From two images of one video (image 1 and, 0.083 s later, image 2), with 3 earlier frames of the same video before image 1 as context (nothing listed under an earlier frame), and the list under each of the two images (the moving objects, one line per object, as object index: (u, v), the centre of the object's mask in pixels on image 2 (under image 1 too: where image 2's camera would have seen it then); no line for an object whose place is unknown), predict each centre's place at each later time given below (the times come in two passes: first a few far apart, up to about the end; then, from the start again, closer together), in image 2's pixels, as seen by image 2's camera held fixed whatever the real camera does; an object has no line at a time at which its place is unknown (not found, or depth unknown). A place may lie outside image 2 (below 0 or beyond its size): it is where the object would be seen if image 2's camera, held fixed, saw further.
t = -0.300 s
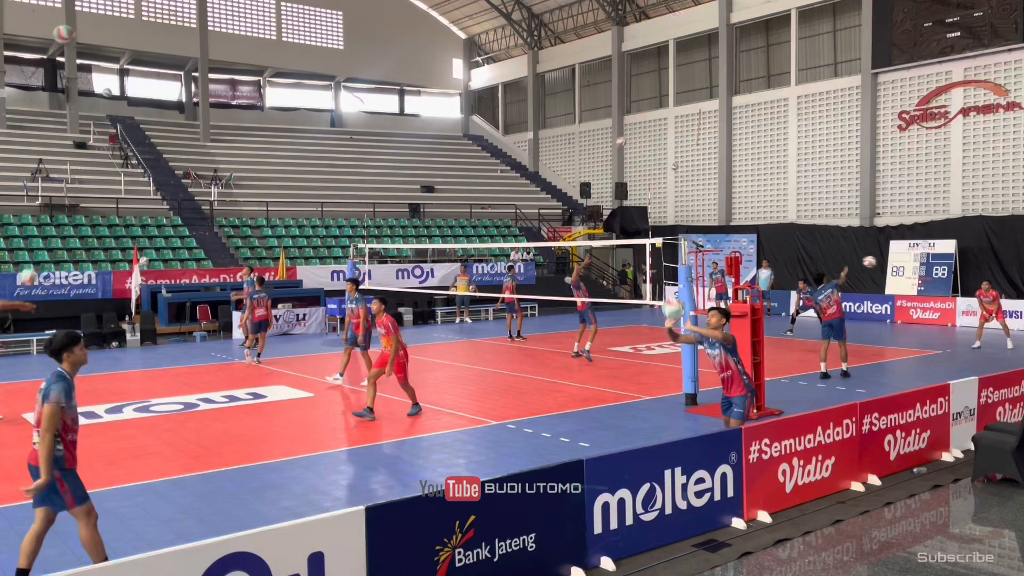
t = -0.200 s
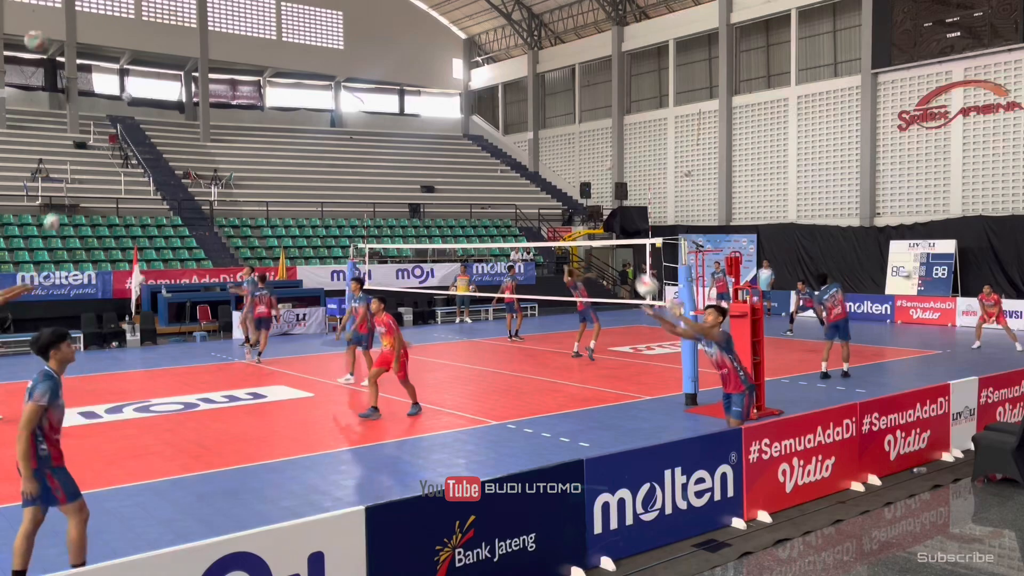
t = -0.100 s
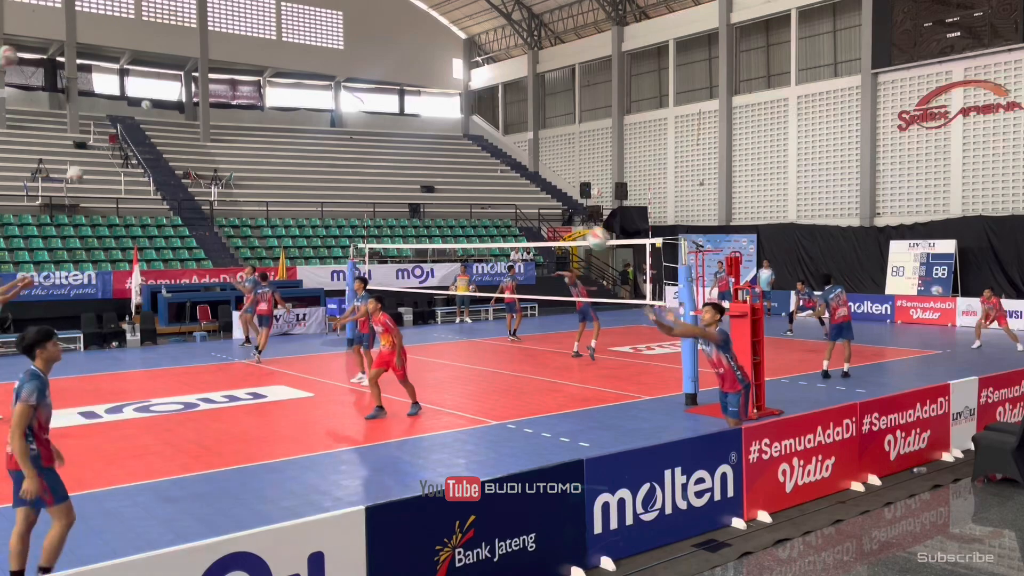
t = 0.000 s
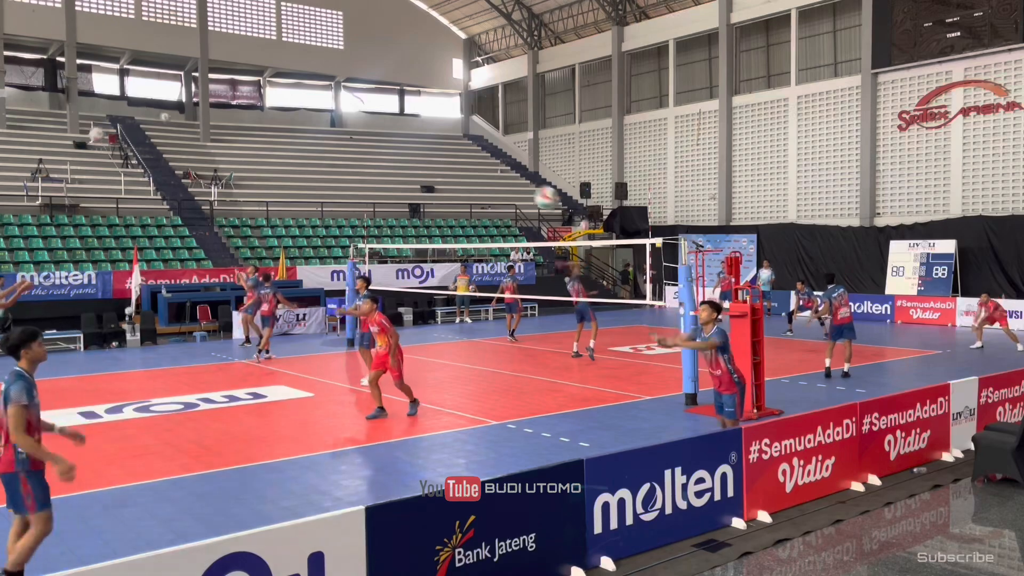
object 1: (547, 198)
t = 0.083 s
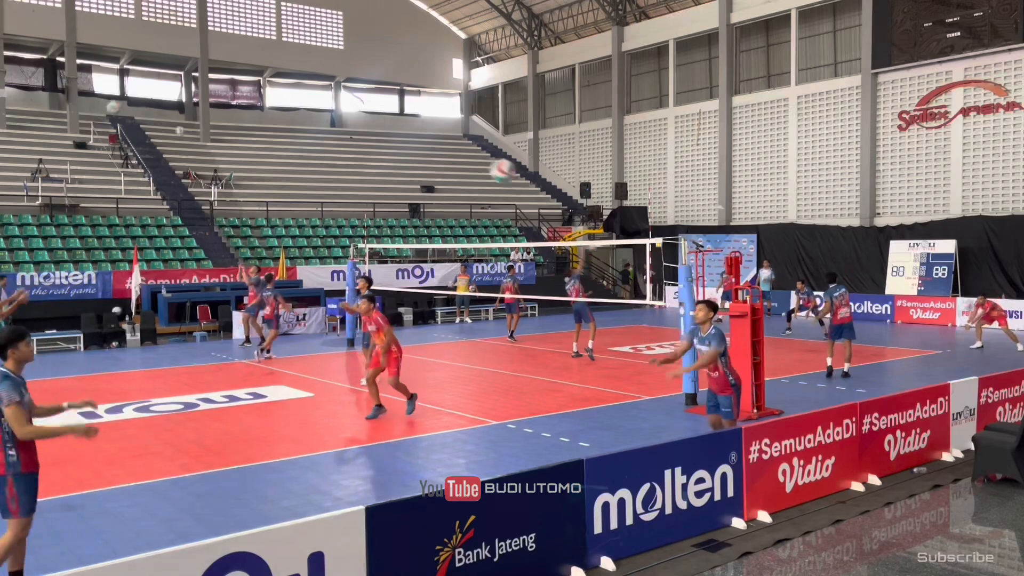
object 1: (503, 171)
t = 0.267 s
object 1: (397, 137)
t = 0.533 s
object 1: (225, 160)
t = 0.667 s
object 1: (127, 212)
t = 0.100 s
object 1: (493, 166)
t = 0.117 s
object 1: (484, 162)
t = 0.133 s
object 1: (474, 158)
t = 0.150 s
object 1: (465, 154)
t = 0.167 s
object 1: (456, 151)
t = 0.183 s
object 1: (445, 148)
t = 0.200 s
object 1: (436, 145)
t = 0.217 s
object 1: (427, 143)
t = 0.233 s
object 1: (416, 140)
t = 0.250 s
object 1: (406, 138)
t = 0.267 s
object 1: (397, 137)
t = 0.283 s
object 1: (387, 134)
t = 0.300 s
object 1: (377, 134)
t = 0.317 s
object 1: (367, 133)
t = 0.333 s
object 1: (356, 133)
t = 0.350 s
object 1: (345, 133)
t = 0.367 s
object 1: (336, 134)
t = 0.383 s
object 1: (324, 135)
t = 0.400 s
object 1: (313, 136)
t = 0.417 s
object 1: (303, 137)
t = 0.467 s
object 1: (270, 144)
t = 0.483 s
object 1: (259, 148)
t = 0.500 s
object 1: (248, 152)
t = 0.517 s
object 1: (236, 155)
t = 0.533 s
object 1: (225, 160)
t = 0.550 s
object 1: (213, 165)
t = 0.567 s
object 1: (201, 171)
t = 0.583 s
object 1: (189, 176)
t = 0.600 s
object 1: (178, 183)
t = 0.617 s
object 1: (167, 189)
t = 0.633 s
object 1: (154, 195)
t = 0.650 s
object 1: (140, 203)
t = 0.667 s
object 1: (127, 212)
